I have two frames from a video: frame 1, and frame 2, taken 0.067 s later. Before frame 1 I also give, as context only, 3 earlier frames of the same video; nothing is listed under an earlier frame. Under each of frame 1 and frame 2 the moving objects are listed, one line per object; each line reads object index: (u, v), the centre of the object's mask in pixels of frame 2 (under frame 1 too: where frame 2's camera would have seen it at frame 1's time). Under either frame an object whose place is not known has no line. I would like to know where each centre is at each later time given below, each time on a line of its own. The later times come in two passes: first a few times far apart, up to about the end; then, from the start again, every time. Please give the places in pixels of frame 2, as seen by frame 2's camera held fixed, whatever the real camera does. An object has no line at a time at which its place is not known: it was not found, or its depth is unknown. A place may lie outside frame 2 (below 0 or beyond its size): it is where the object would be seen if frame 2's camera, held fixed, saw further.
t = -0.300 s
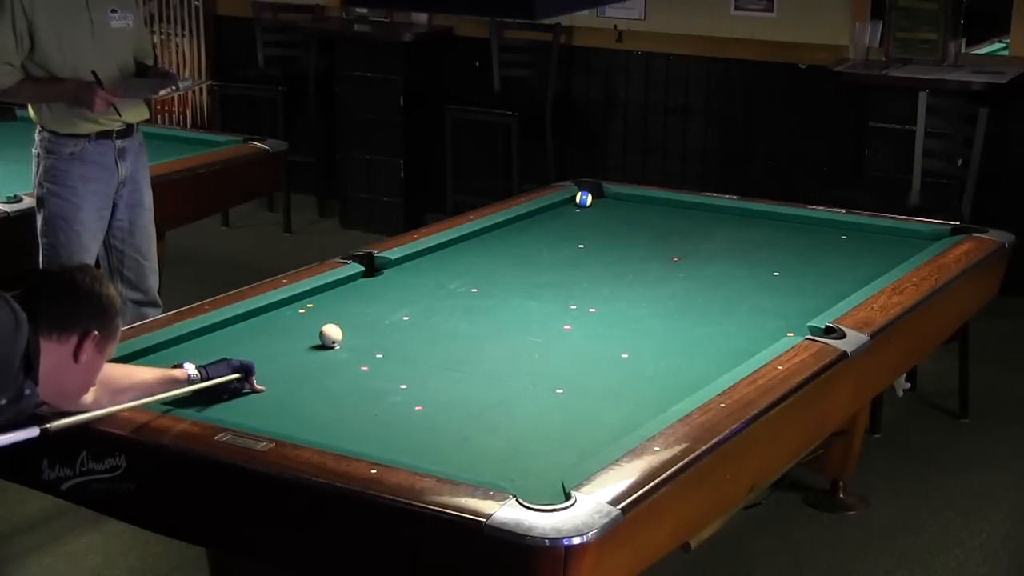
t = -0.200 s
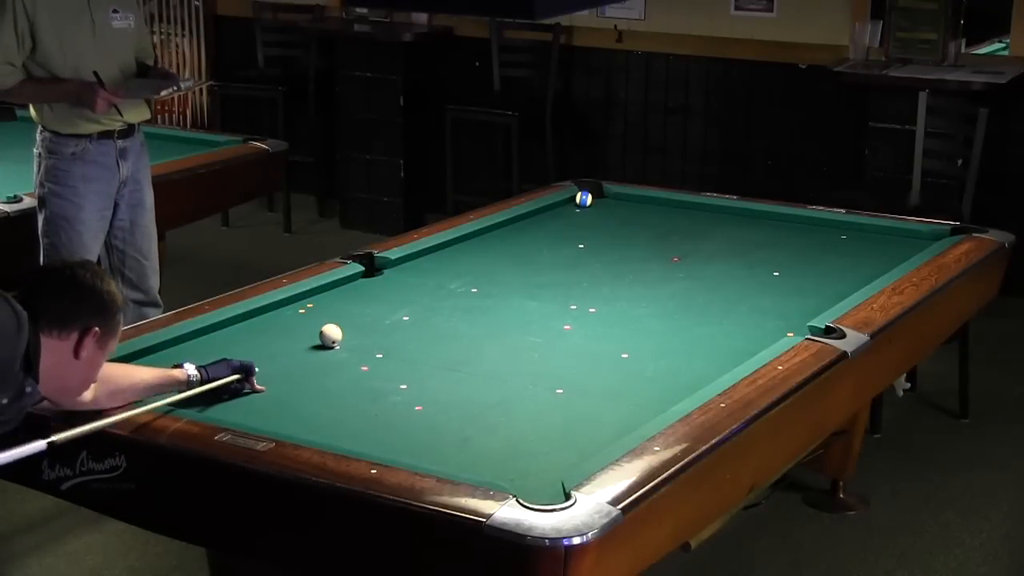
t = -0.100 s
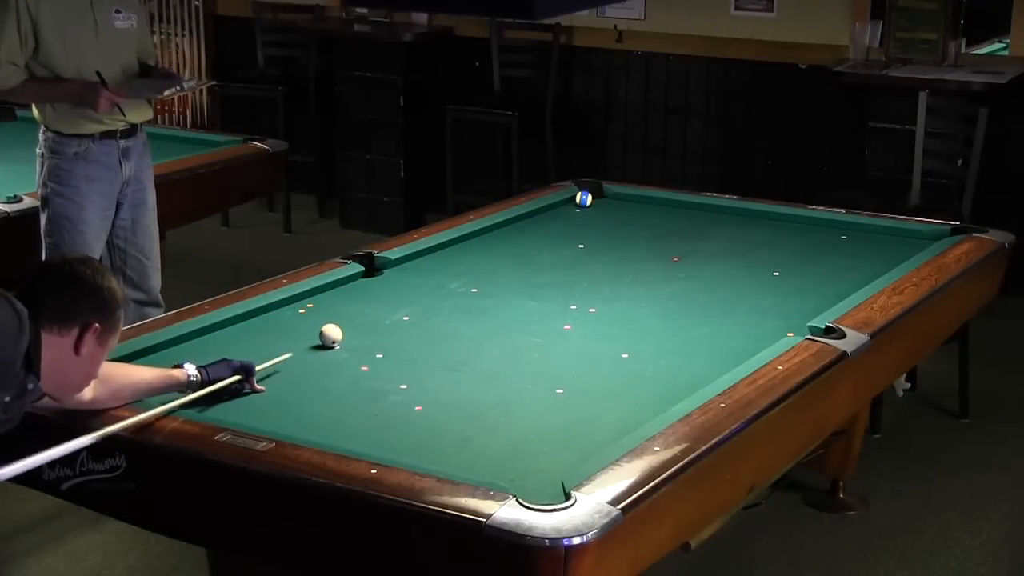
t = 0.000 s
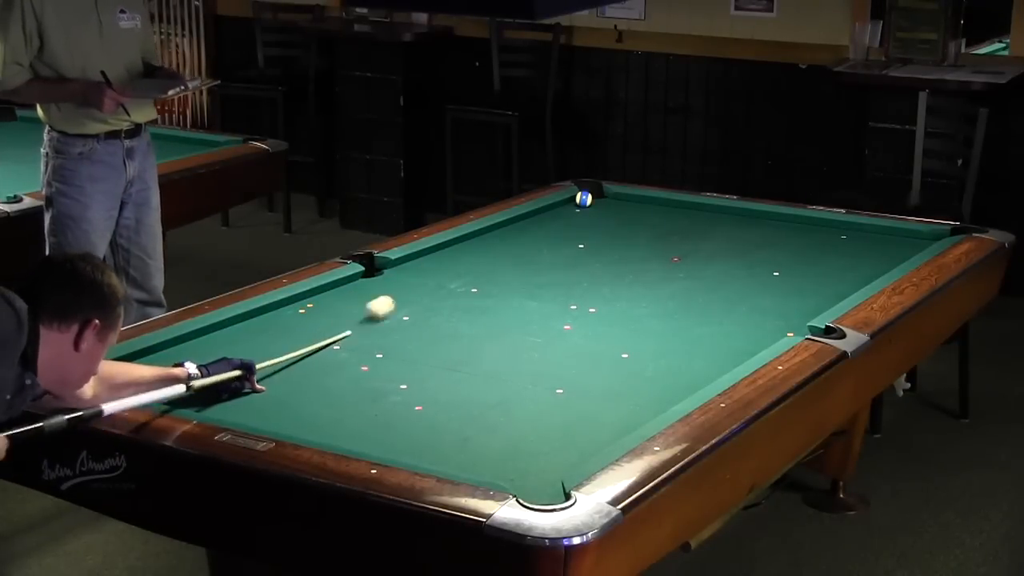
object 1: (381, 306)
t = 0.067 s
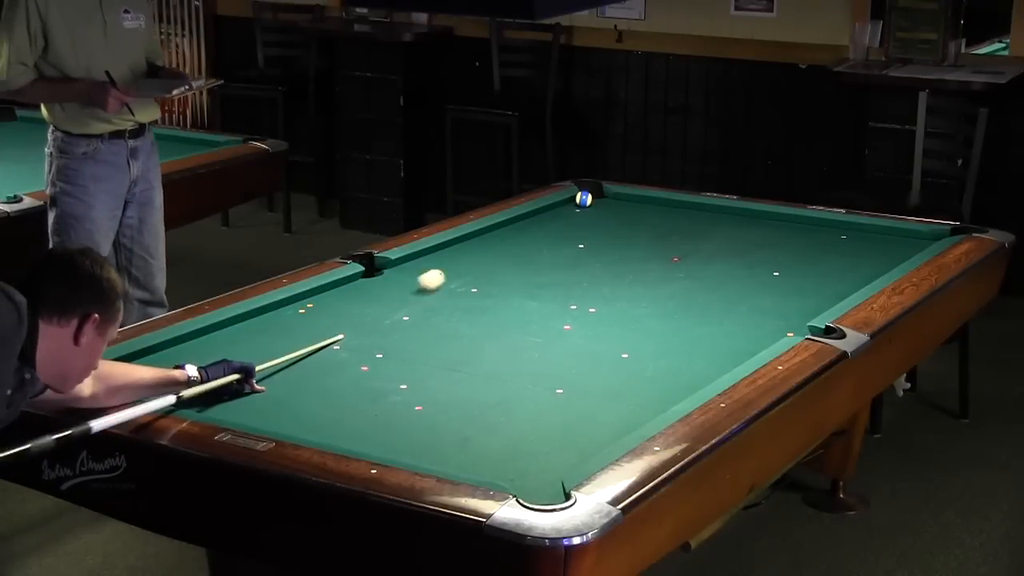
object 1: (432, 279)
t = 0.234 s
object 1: (528, 228)
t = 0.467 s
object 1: (569, 202)
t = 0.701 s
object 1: (554, 207)
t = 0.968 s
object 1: (541, 214)
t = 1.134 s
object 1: (533, 217)
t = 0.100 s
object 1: (454, 267)
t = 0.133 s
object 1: (474, 256)
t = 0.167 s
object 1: (494, 246)
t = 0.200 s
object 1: (511, 236)
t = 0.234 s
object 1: (528, 228)
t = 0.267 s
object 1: (544, 219)
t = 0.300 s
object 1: (558, 212)
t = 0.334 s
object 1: (571, 205)
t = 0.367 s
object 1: (576, 202)
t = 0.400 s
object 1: (574, 202)
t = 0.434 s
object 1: (572, 202)
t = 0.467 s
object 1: (569, 202)
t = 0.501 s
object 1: (567, 203)
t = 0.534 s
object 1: (564, 204)
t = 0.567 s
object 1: (562, 204)
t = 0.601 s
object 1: (559, 205)
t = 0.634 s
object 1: (557, 205)
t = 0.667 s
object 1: (555, 206)
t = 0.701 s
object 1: (554, 207)
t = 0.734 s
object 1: (552, 208)
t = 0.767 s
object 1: (550, 209)
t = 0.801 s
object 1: (549, 210)
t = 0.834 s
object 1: (547, 210)
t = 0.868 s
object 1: (546, 211)
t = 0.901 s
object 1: (544, 212)
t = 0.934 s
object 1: (542, 213)
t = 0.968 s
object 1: (541, 214)
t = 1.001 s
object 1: (539, 214)
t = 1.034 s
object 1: (537, 215)
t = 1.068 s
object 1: (536, 216)
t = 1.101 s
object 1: (534, 217)
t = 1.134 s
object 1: (533, 217)
